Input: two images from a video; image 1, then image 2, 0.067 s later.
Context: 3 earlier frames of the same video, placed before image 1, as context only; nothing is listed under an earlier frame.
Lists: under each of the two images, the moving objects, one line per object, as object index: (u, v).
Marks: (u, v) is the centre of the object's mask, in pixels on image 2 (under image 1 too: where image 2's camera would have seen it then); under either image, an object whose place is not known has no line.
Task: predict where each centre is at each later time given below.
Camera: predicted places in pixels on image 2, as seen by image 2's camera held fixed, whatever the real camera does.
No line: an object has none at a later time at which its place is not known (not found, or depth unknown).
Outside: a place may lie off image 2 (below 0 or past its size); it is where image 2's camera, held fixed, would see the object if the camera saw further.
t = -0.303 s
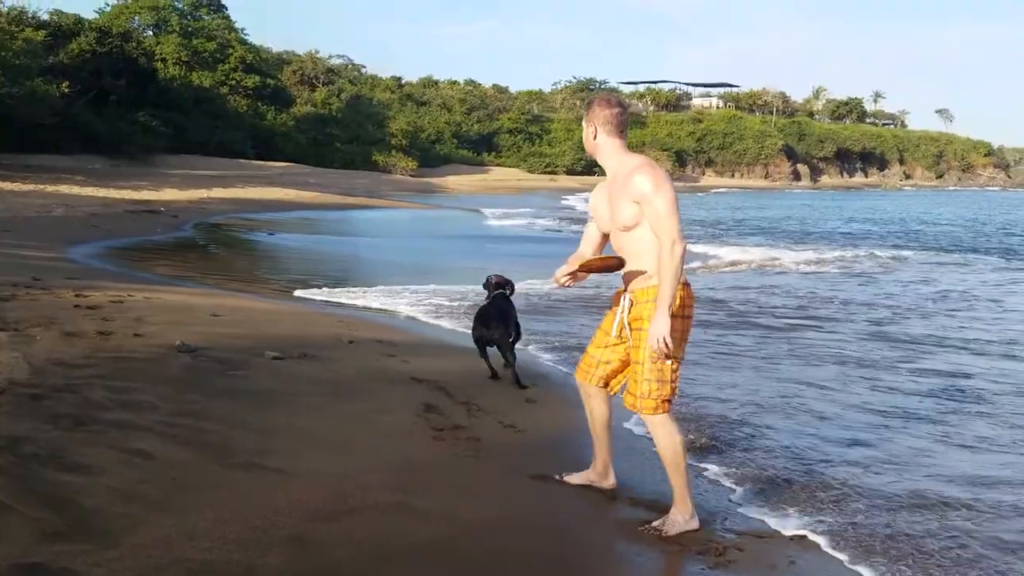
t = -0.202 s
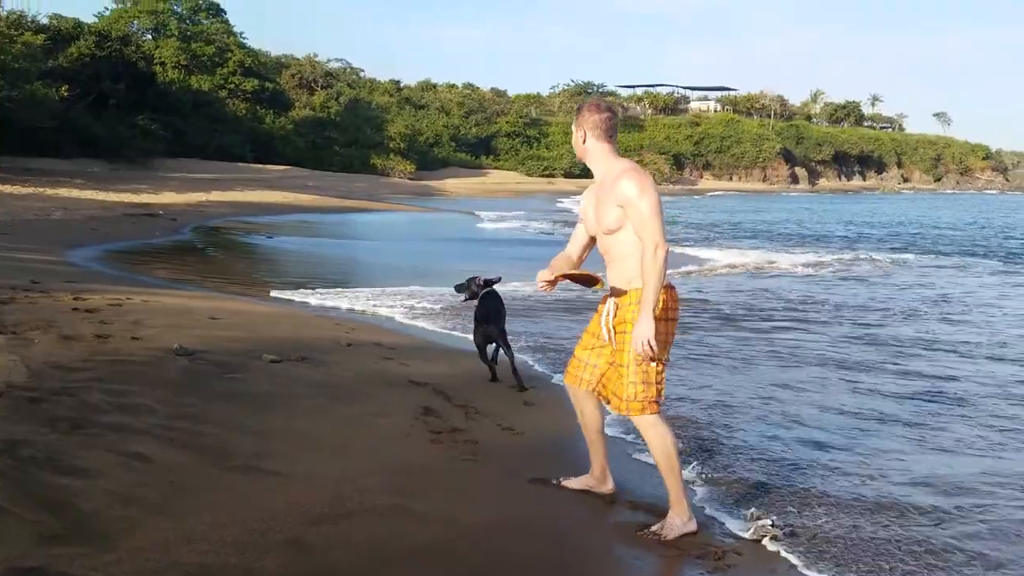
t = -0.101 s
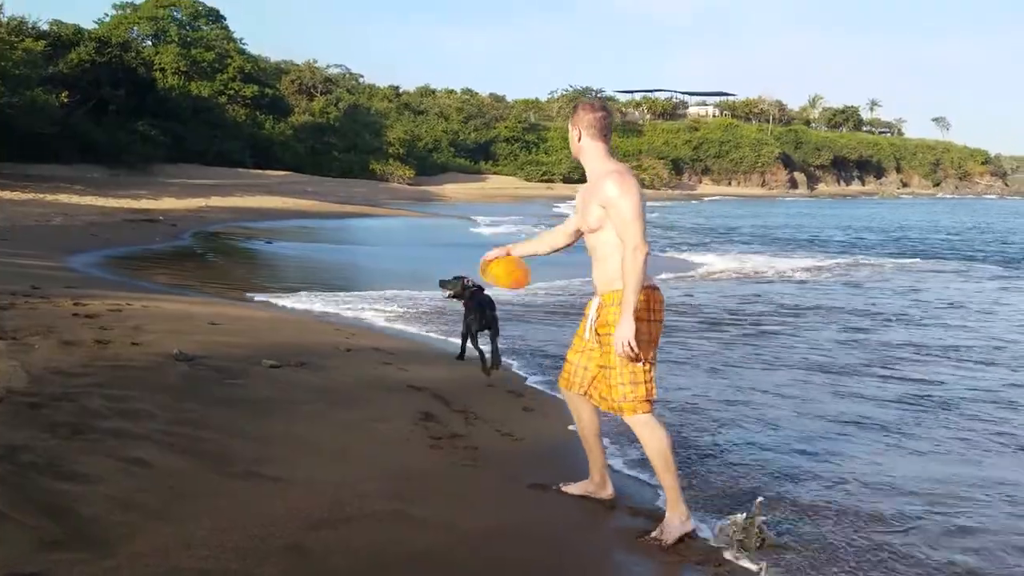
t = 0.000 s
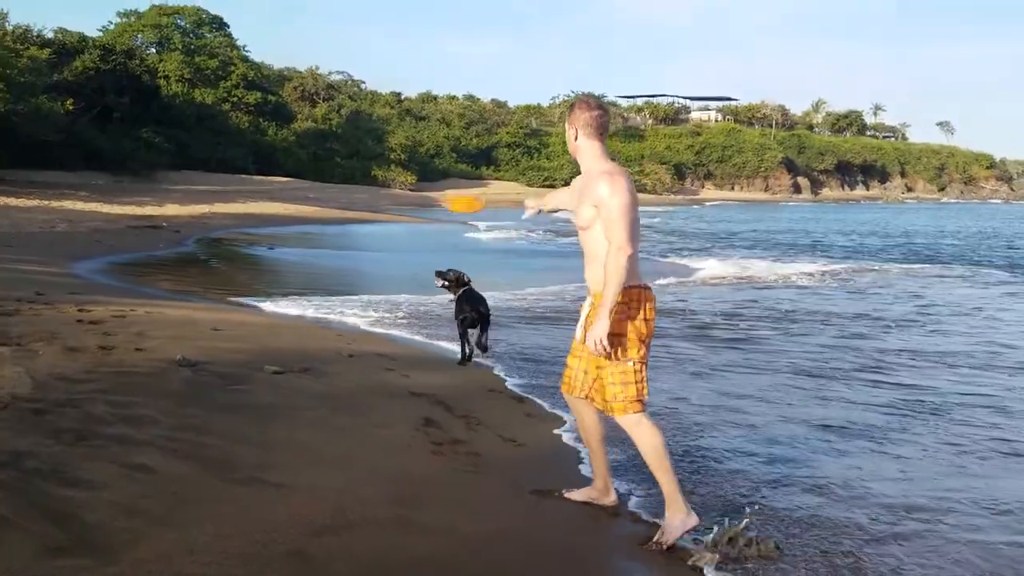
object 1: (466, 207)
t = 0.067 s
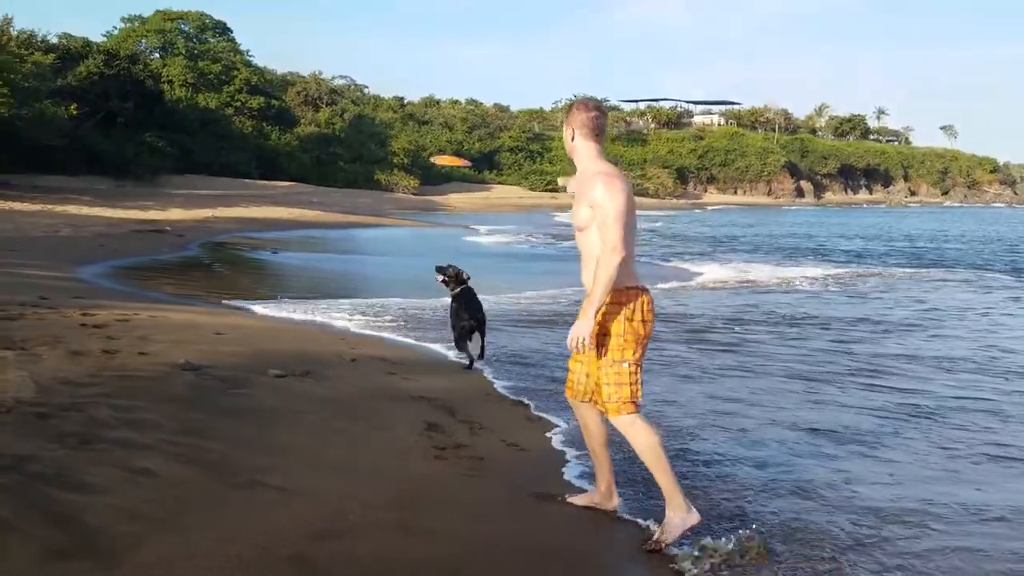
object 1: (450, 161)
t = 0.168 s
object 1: (435, 112)
